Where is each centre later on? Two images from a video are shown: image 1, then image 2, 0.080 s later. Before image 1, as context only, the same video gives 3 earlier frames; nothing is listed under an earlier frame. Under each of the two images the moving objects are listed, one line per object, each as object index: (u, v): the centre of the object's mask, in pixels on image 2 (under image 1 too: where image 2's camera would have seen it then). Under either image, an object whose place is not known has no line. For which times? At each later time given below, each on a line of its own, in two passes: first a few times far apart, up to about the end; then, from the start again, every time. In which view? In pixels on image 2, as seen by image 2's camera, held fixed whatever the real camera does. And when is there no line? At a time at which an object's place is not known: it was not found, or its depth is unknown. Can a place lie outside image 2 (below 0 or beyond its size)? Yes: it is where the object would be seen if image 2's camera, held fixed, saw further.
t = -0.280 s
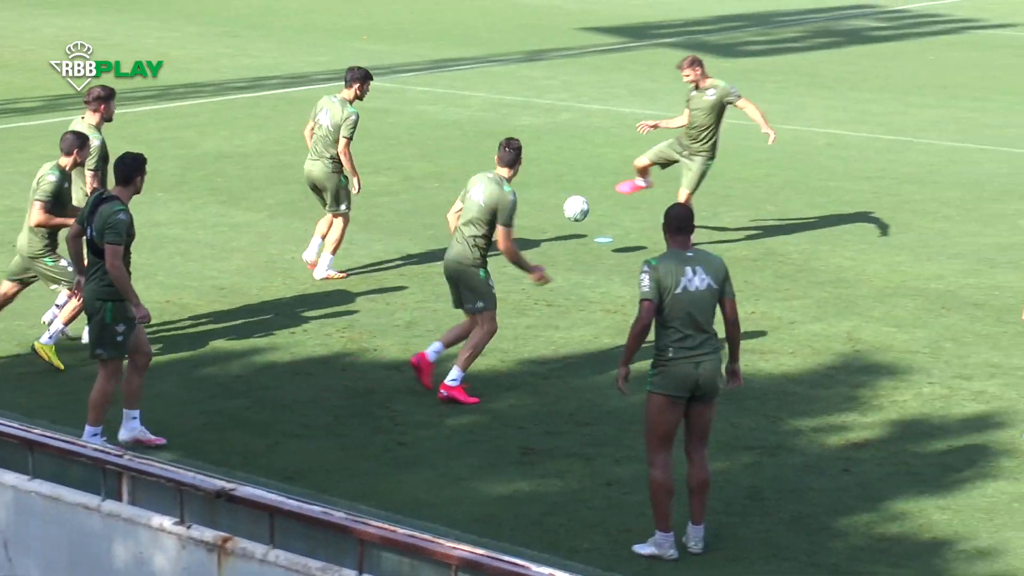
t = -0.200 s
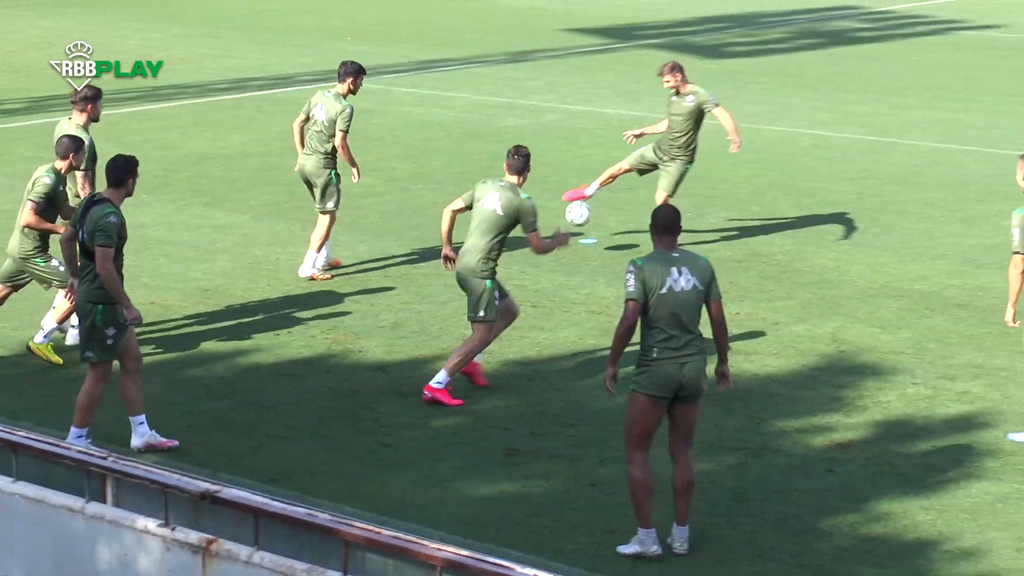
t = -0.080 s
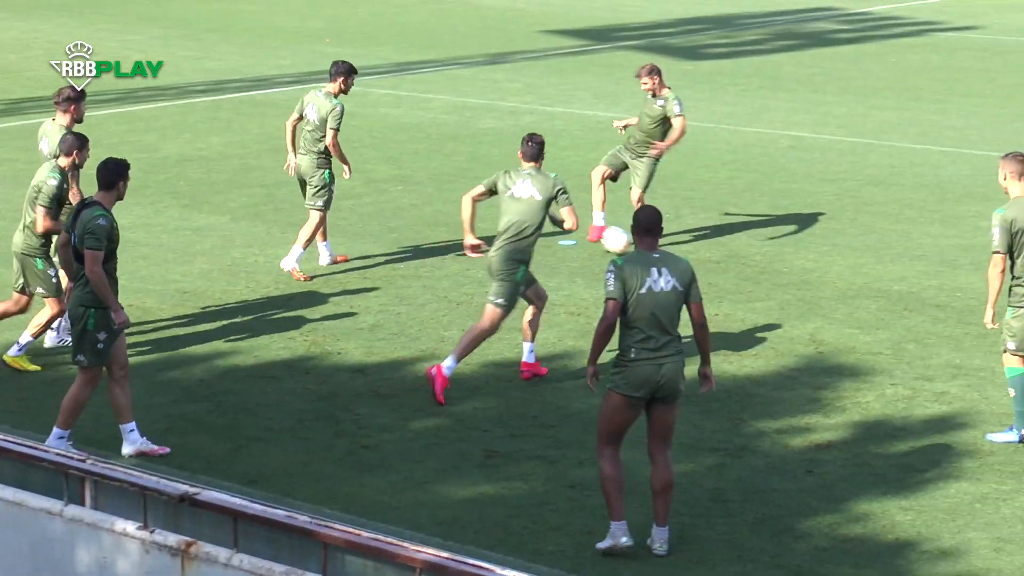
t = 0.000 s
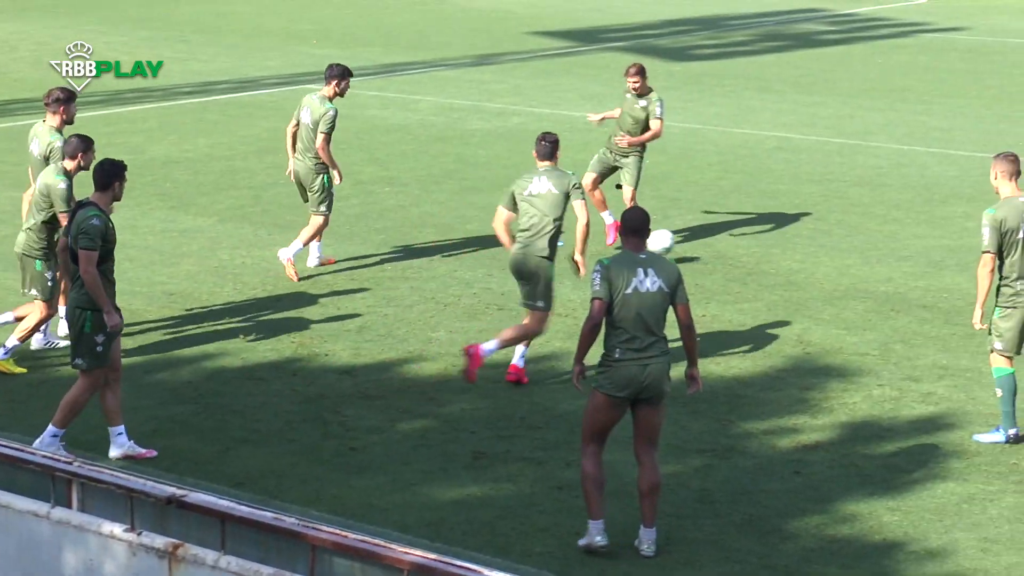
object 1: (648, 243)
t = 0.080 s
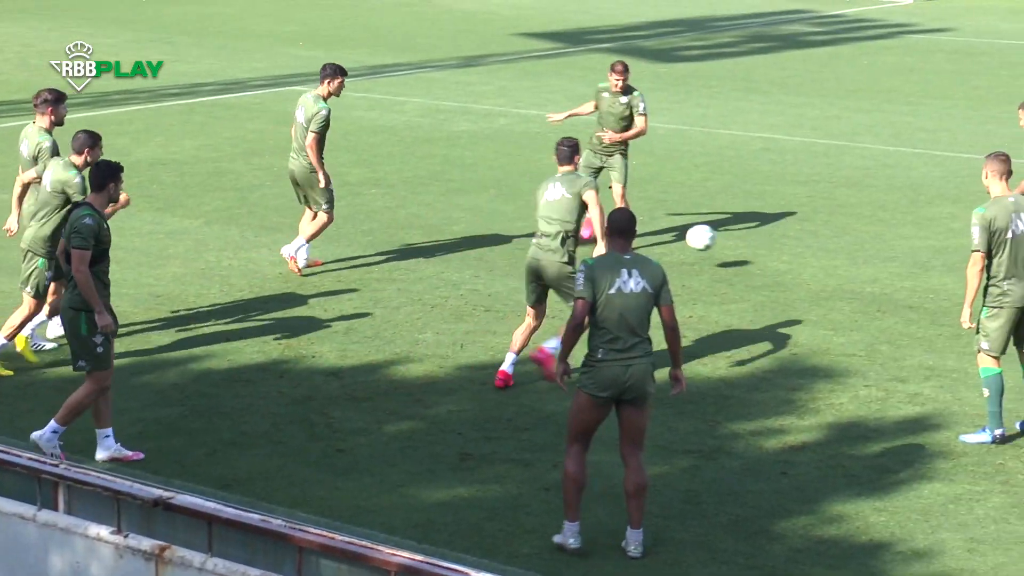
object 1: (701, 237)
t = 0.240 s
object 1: (812, 249)
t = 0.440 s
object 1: (939, 268)
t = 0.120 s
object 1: (728, 237)
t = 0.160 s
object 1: (756, 239)
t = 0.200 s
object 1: (784, 243)
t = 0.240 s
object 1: (812, 249)
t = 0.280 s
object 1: (840, 257)
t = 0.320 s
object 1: (868, 266)
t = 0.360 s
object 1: (898, 276)
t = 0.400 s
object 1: (918, 271)
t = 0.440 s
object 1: (939, 268)
